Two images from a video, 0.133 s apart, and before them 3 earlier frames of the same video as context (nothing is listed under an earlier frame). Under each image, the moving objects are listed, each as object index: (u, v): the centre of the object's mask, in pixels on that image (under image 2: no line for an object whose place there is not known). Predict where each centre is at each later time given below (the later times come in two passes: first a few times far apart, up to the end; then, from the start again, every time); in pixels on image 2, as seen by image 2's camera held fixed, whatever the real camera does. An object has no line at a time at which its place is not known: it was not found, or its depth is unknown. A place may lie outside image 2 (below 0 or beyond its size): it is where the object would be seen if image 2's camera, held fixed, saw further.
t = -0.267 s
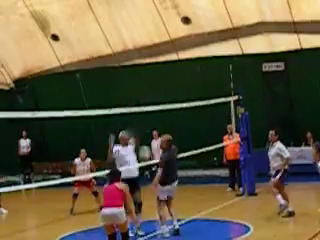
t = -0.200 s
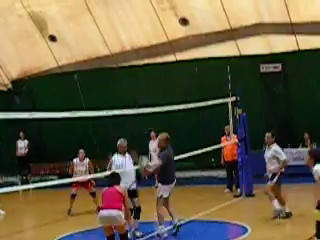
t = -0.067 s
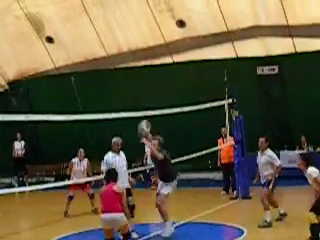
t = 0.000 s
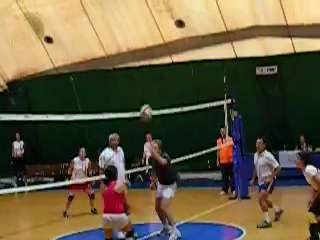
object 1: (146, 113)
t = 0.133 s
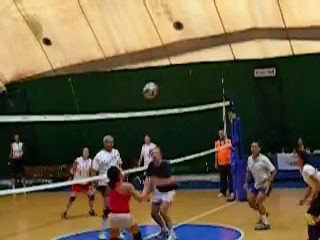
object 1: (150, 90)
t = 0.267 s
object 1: (157, 77)
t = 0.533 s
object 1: (177, 88)
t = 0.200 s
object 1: (153, 82)
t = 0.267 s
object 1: (157, 77)
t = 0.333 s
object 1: (162, 75)
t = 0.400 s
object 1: (166, 76)
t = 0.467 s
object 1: (171, 80)
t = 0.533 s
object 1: (177, 88)
